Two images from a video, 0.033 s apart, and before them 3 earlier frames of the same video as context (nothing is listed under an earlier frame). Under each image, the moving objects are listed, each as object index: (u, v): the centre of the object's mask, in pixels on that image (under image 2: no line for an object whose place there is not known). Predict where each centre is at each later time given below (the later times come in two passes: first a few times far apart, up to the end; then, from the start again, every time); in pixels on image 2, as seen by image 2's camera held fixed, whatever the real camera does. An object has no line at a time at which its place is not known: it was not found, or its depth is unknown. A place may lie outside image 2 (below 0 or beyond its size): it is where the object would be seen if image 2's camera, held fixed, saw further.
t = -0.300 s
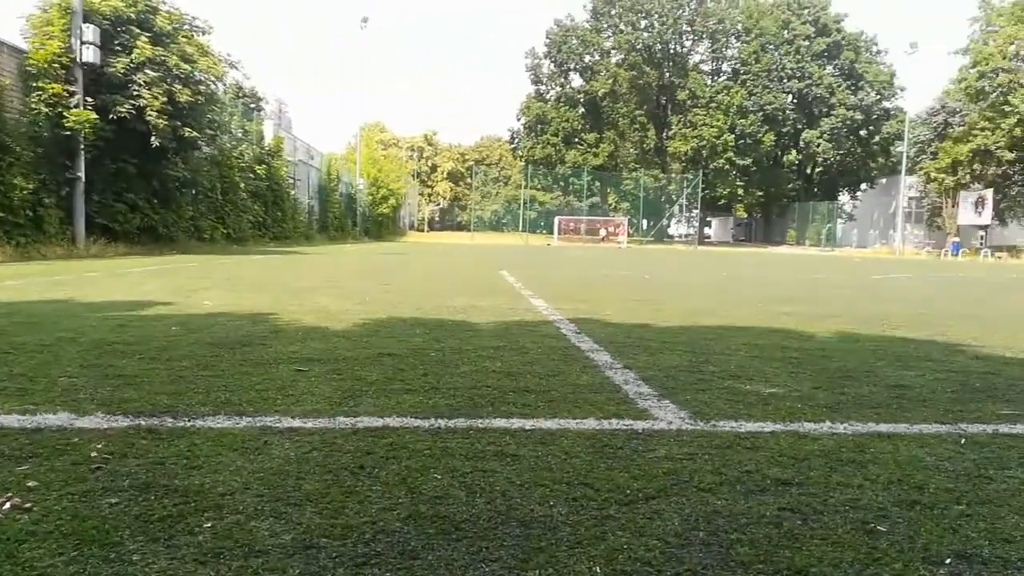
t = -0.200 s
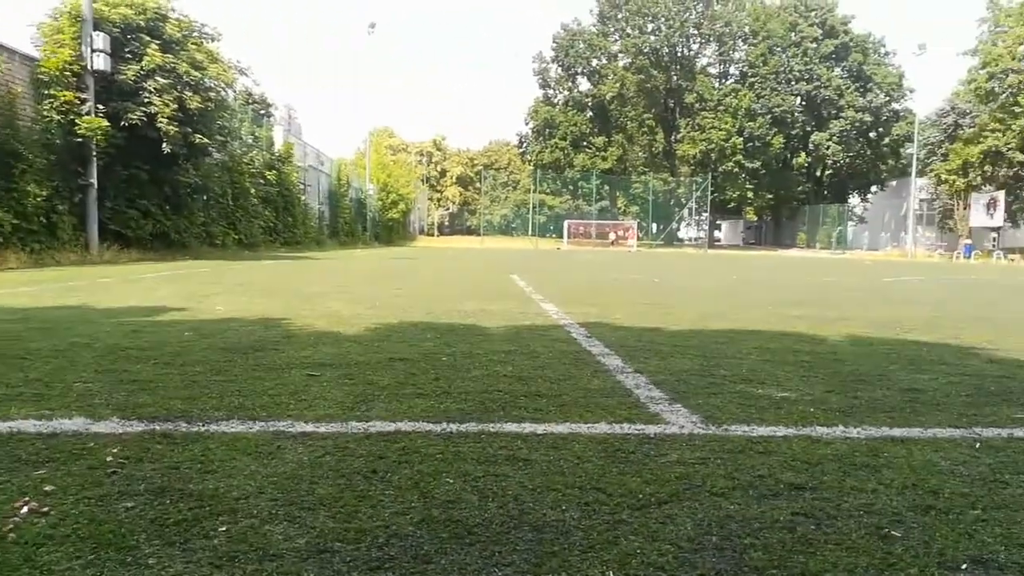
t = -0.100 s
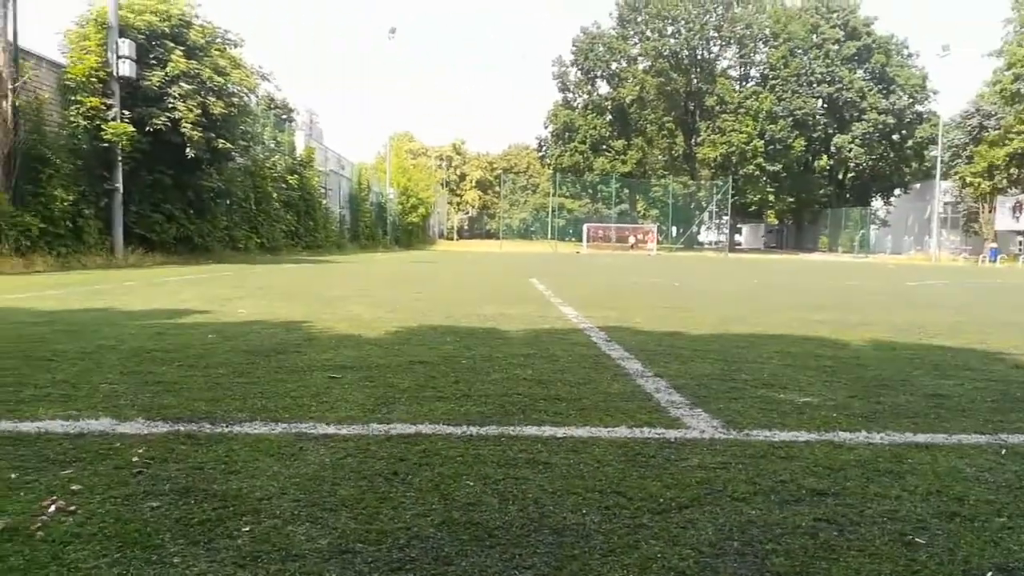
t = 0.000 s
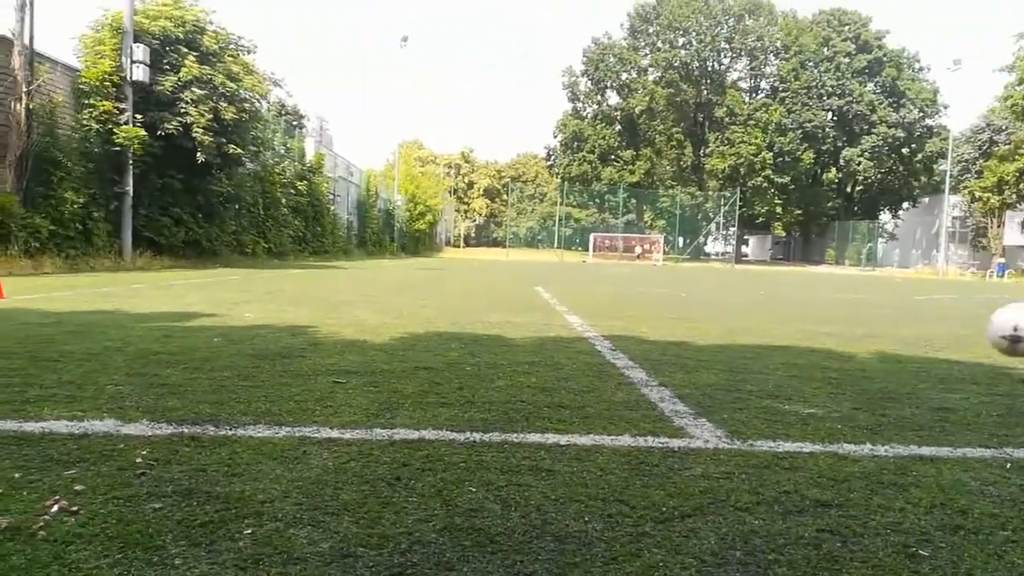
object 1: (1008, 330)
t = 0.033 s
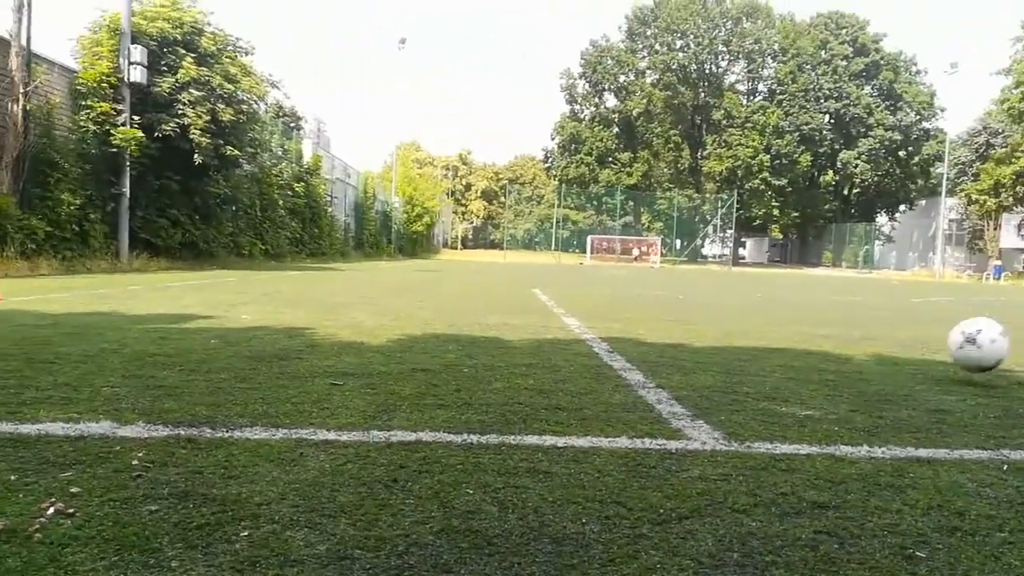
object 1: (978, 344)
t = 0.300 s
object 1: (839, 320)
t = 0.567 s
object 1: (728, 343)
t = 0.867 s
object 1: (615, 364)
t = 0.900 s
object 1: (602, 362)
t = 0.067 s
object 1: (942, 359)
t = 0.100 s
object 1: (927, 352)
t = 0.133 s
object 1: (912, 339)
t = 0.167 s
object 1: (899, 330)
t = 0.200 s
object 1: (885, 323)
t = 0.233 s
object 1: (870, 319)
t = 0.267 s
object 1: (854, 319)
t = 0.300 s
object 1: (839, 320)
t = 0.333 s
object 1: (823, 325)
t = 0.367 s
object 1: (807, 332)
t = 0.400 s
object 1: (791, 342)
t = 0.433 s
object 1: (773, 356)
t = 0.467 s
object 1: (760, 357)
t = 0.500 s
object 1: (750, 350)
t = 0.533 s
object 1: (739, 345)
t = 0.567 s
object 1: (728, 343)
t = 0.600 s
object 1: (718, 345)
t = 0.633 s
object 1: (708, 348)
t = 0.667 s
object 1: (696, 354)
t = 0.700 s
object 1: (685, 364)
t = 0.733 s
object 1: (672, 359)
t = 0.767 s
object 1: (659, 355)
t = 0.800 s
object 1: (645, 355)
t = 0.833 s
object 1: (630, 358)
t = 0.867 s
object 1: (615, 364)
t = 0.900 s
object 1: (602, 362)
